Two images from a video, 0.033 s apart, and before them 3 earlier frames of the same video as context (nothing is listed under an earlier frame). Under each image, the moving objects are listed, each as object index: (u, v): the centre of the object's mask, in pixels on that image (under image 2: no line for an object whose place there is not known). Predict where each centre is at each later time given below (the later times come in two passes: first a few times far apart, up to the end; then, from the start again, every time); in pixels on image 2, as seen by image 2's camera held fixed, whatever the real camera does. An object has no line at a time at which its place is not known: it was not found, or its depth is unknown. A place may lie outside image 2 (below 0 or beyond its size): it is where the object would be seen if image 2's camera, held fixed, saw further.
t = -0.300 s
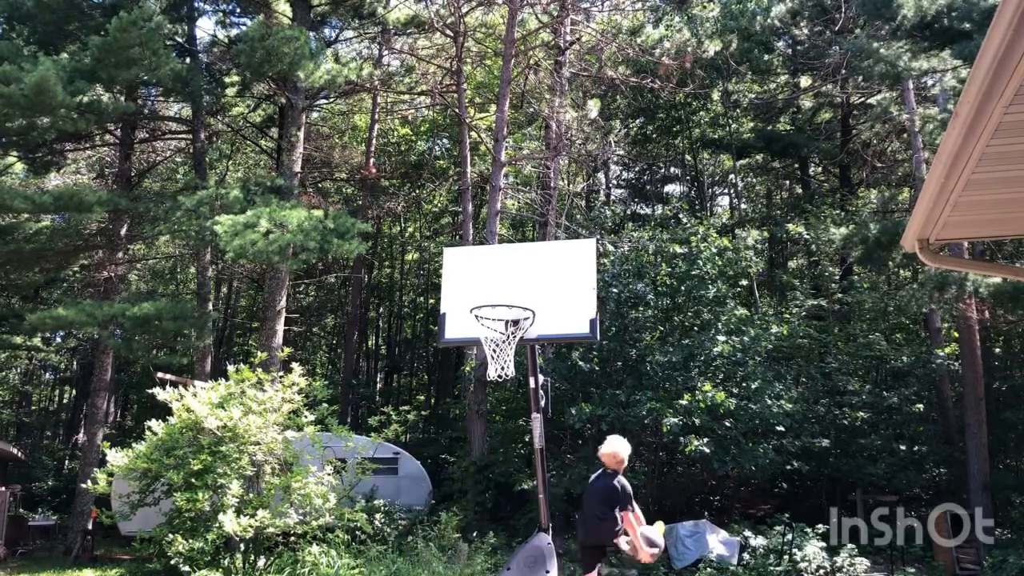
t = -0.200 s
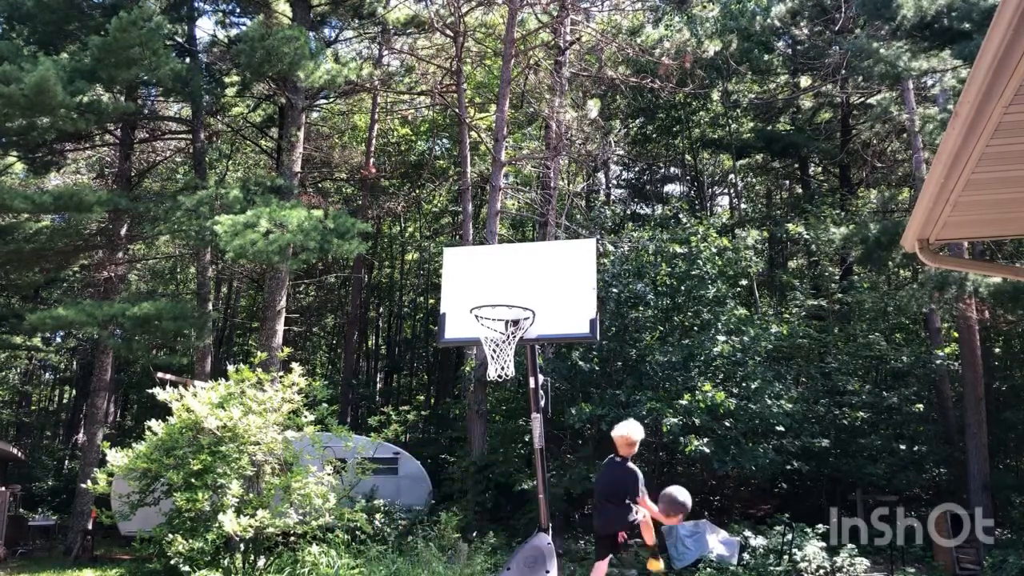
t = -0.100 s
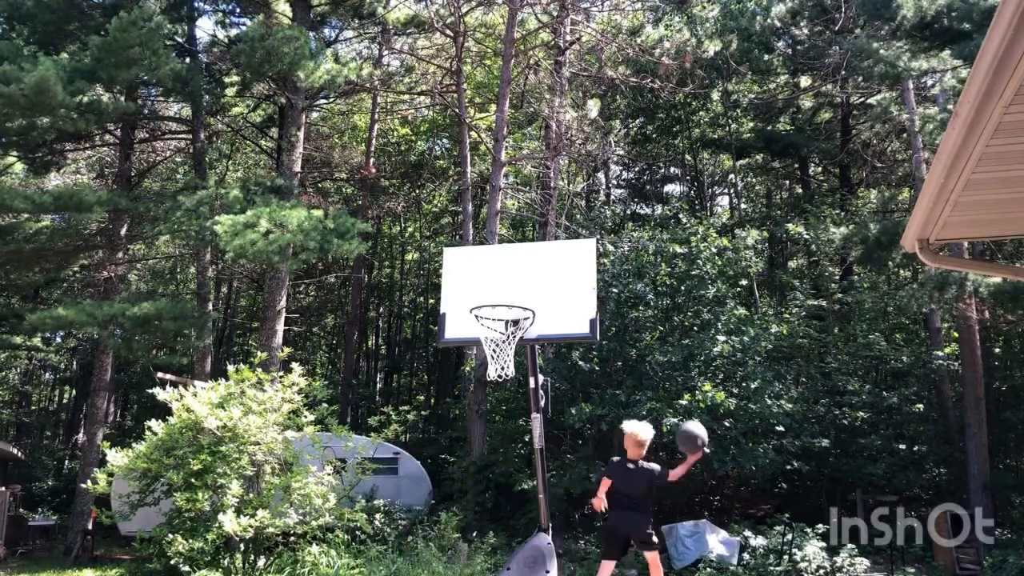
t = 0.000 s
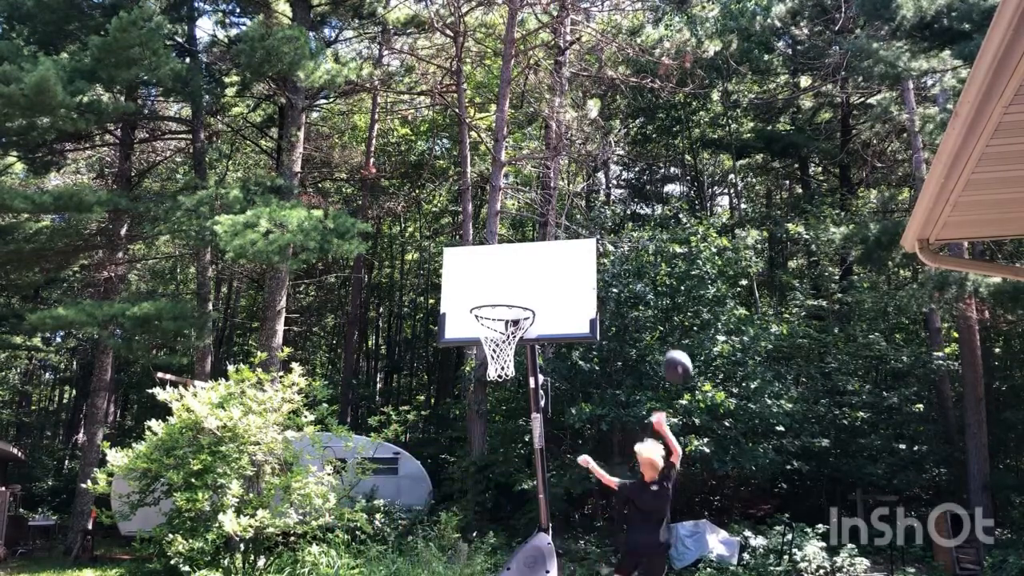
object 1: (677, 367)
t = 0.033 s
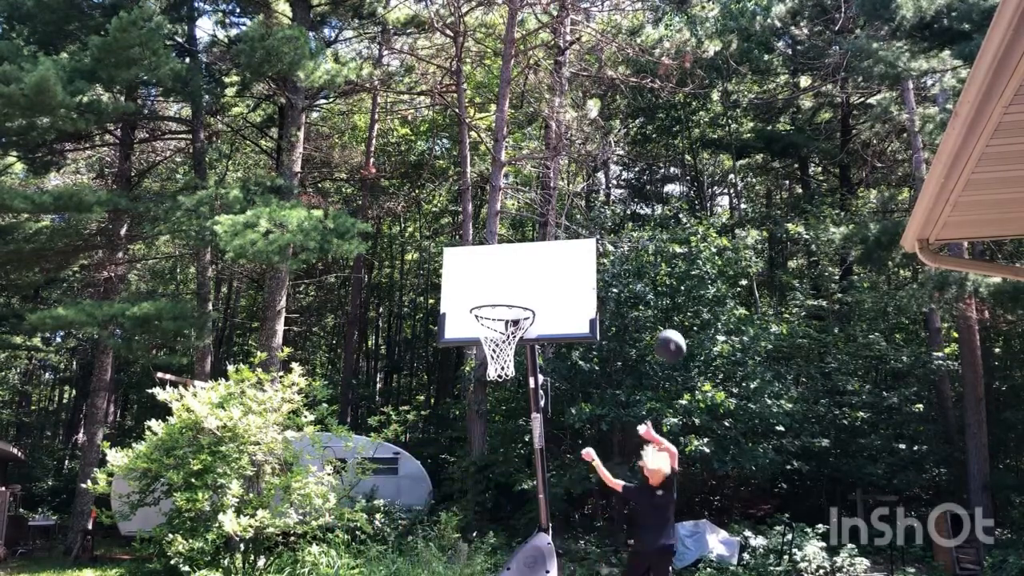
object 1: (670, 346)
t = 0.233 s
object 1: (635, 252)
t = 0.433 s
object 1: (601, 208)
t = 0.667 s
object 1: (563, 215)
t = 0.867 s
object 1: (549, 211)
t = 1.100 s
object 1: (542, 232)
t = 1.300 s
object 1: (537, 295)
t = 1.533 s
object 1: (556, 269)
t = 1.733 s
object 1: (573, 303)
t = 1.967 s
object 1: (595, 415)
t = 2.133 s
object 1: (612, 555)
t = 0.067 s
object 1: (665, 327)
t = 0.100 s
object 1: (659, 307)
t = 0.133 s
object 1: (652, 293)
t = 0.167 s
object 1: (646, 278)
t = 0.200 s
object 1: (641, 263)
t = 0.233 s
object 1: (635, 252)
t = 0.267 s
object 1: (628, 242)
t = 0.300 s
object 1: (625, 232)
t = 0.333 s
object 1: (617, 224)
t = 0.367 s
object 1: (612, 218)
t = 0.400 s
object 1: (606, 213)
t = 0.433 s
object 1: (601, 208)
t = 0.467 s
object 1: (595, 205)
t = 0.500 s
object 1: (589, 203)
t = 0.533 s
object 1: (584, 203)
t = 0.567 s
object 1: (578, 205)
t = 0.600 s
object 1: (574, 206)
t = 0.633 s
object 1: (568, 210)
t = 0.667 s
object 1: (563, 215)
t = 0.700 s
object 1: (558, 221)
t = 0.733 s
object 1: (553, 225)
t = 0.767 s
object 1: (552, 221)
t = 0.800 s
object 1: (551, 216)
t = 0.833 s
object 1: (550, 213)
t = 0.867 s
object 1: (549, 211)
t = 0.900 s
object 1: (548, 210)
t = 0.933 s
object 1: (547, 211)
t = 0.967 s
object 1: (546, 212)
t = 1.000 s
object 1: (545, 215)
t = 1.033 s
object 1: (544, 221)
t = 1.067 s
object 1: (543, 225)
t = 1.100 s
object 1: (542, 232)
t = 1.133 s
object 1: (541, 241)
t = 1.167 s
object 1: (540, 251)
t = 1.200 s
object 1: (539, 263)
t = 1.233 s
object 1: (538, 276)
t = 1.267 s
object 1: (536, 291)
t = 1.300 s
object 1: (537, 295)
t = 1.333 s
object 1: (540, 287)
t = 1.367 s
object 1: (543, 280)
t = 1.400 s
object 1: (545, 275)
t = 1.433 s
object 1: (548, 272)
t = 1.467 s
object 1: (551, 269)
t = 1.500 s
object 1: (553, 268)
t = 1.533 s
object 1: (556, 269)
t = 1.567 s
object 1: (559, 271)
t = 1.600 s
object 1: (562, 274)
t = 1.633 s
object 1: (564, 279)
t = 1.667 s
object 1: (567, 285)
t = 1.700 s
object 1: (570, 293)
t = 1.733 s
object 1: (573, 303)
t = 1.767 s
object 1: (575, 314)
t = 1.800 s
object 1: (578, 328)
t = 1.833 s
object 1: (580, 343)
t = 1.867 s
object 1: (585, 356)
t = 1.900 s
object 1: (589, 374)
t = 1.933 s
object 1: (592, 393)
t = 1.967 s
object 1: (595, 415)
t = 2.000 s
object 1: (599, 439)
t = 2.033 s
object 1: (602, 465)
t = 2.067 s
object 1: (605, 492)
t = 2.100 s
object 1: (609, 523)
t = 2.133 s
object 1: (612, 555)
